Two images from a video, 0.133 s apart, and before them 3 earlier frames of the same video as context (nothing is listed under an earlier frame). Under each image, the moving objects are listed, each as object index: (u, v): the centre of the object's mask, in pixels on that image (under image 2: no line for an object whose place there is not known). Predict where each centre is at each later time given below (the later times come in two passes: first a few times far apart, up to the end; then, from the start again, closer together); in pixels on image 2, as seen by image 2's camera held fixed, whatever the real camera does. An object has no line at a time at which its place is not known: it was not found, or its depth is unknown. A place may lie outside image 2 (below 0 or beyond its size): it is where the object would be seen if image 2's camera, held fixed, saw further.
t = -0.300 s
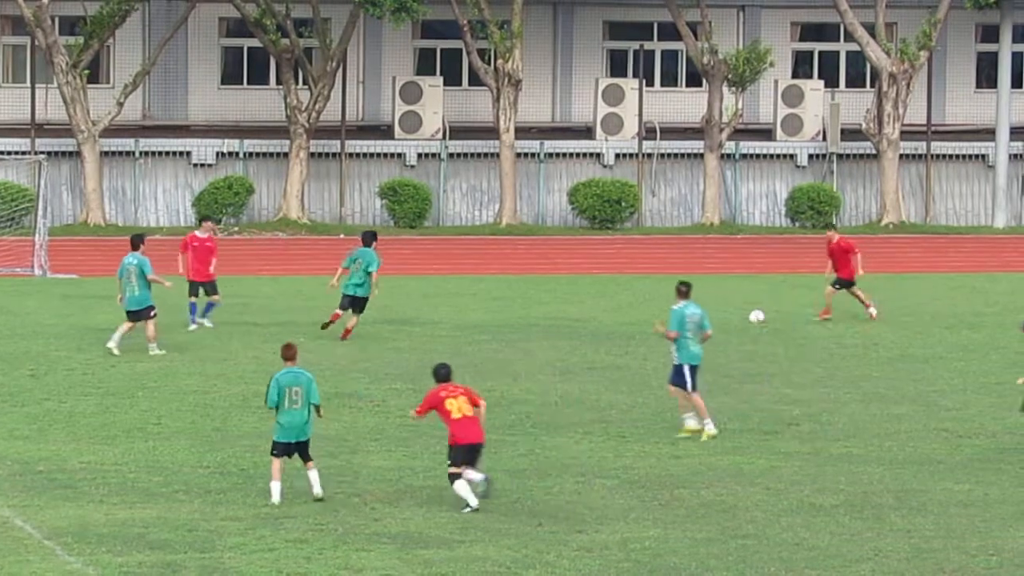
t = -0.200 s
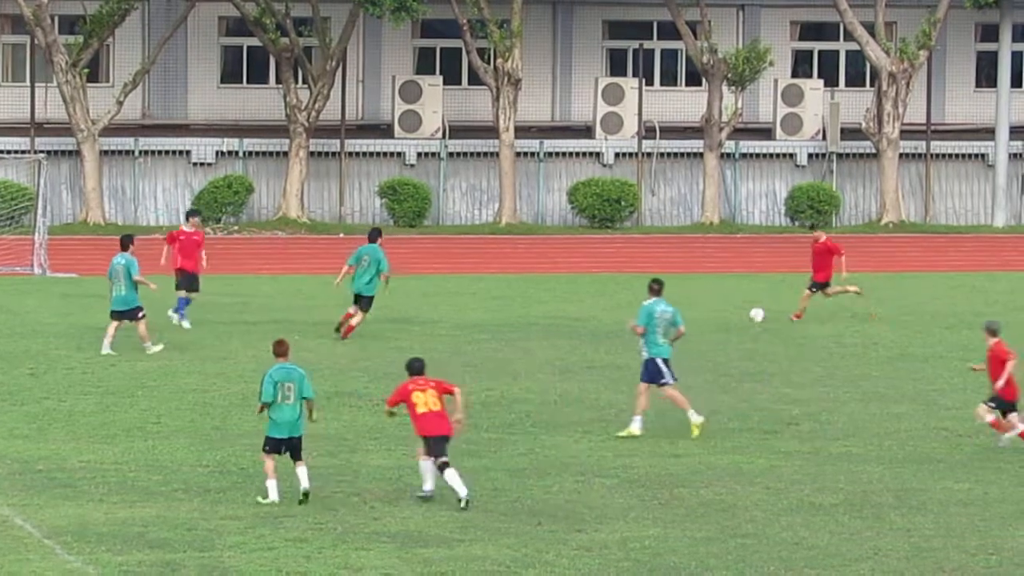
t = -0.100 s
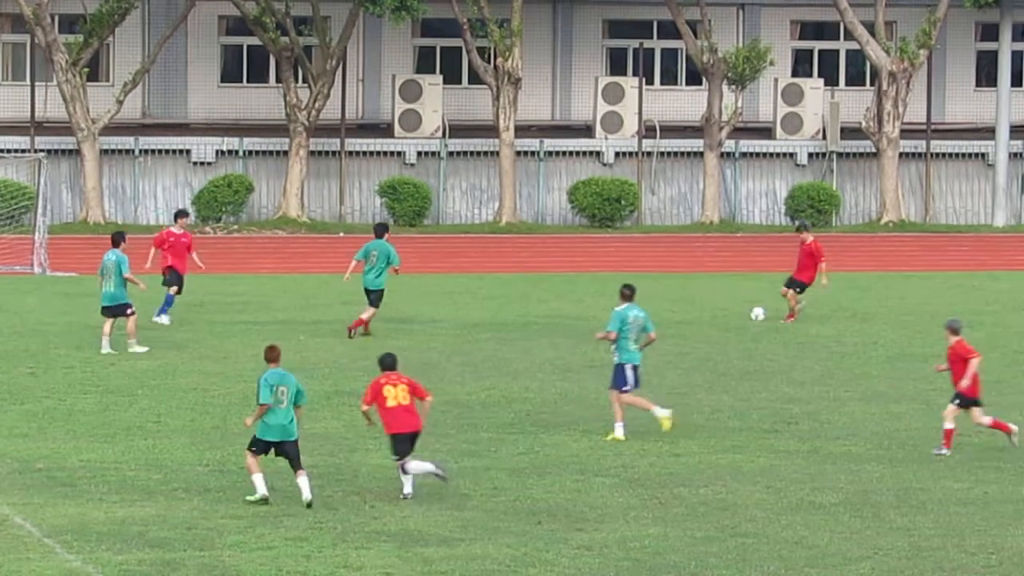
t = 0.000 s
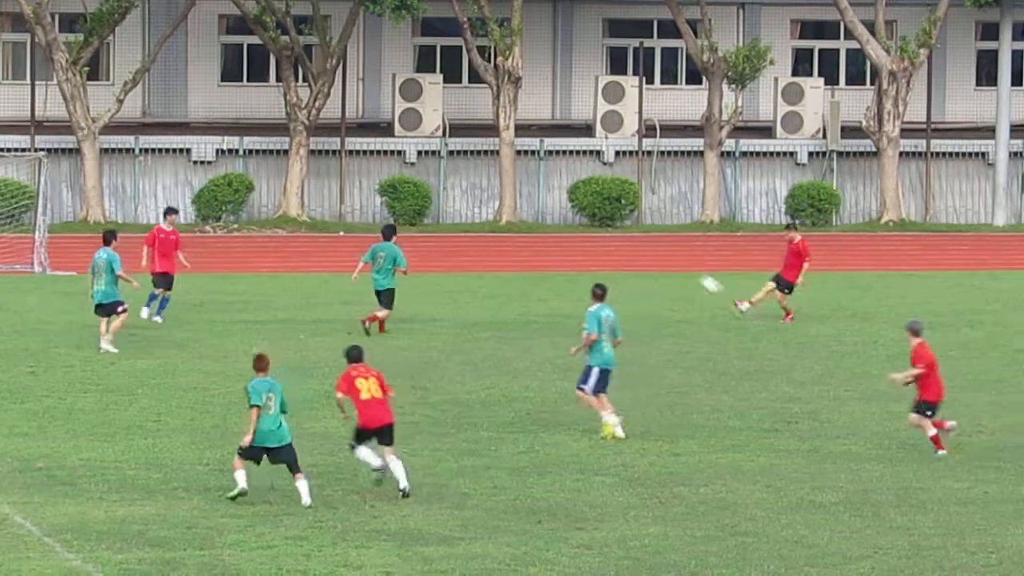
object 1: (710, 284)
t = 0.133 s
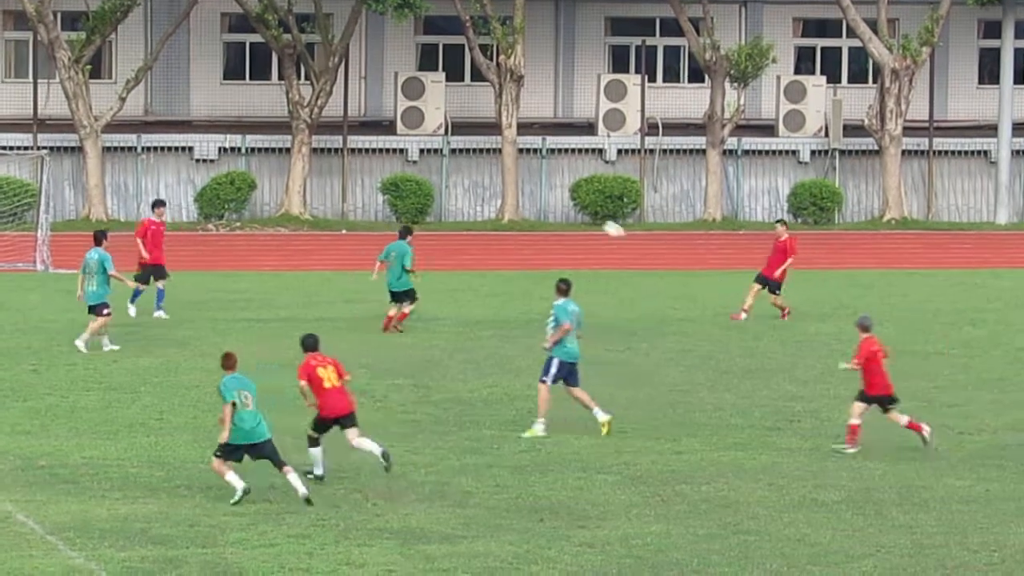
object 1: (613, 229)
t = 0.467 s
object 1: (372, 136)
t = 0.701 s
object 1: (210, 106)
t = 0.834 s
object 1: (119, 103)
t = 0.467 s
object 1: (372, 136)
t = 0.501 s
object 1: (349, 130)
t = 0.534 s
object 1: (325, 125)
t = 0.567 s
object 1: (302, 119)
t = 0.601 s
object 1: (279, 116)
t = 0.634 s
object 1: (255, 112)
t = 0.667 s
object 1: (233, 109)
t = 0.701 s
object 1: (210, 106)
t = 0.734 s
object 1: (186, 105)
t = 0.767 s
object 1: (164, 104)
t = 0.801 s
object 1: (142, 104)
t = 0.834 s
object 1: (119, 103)
